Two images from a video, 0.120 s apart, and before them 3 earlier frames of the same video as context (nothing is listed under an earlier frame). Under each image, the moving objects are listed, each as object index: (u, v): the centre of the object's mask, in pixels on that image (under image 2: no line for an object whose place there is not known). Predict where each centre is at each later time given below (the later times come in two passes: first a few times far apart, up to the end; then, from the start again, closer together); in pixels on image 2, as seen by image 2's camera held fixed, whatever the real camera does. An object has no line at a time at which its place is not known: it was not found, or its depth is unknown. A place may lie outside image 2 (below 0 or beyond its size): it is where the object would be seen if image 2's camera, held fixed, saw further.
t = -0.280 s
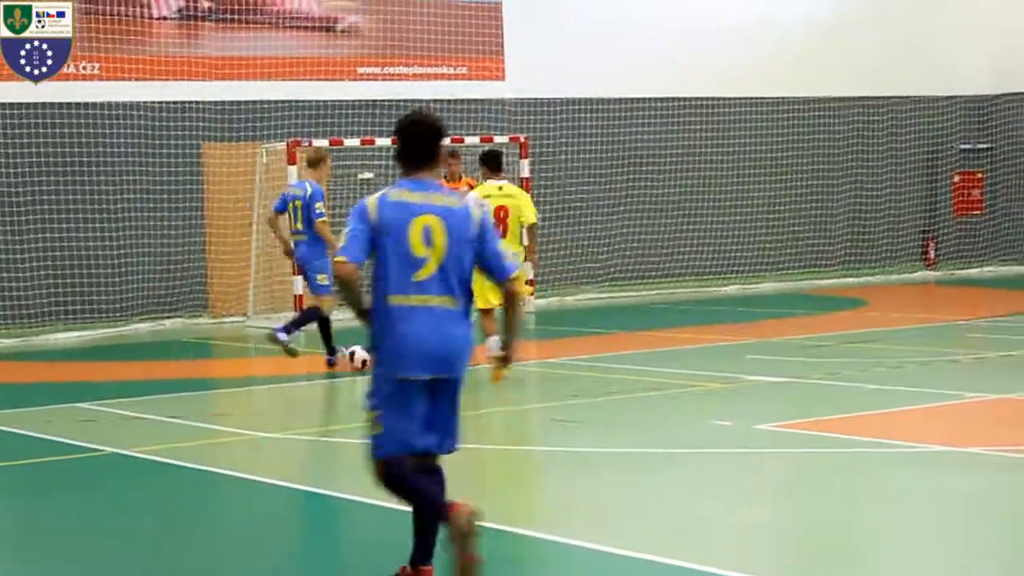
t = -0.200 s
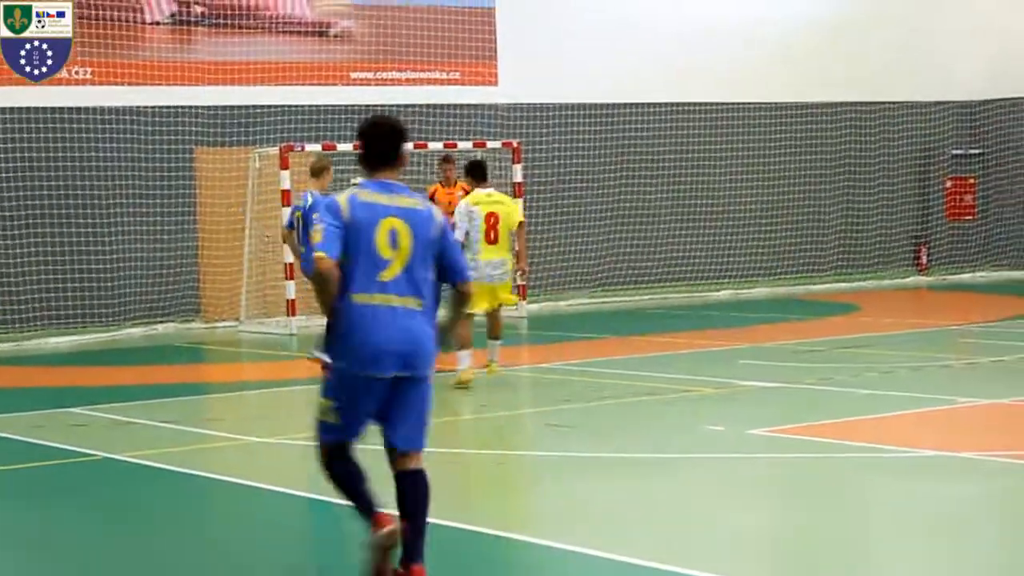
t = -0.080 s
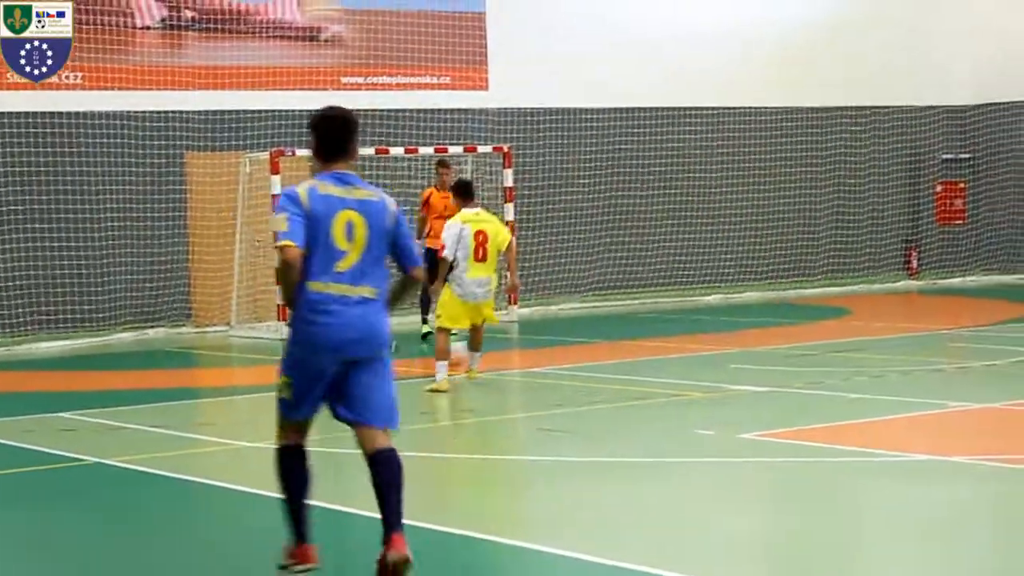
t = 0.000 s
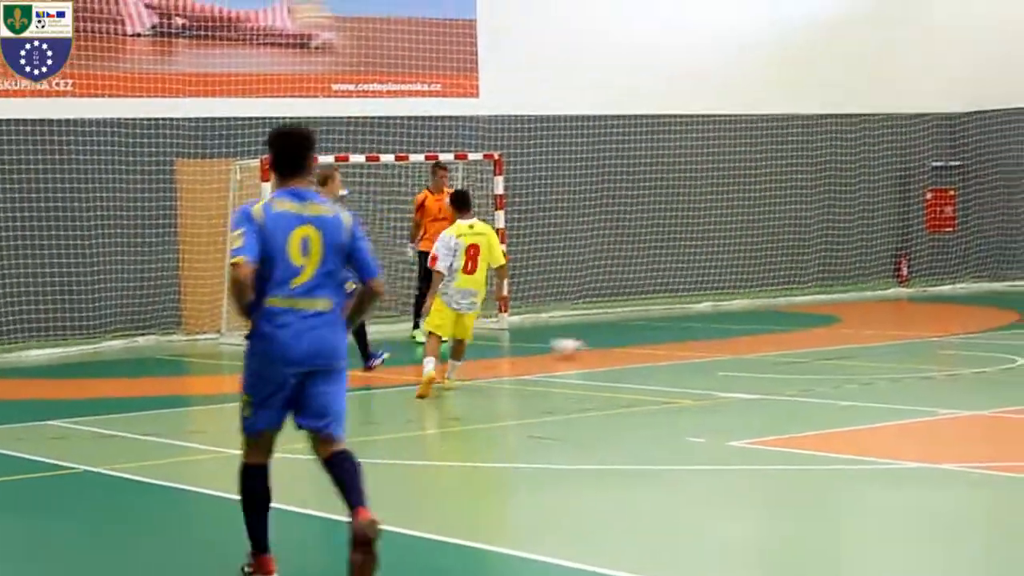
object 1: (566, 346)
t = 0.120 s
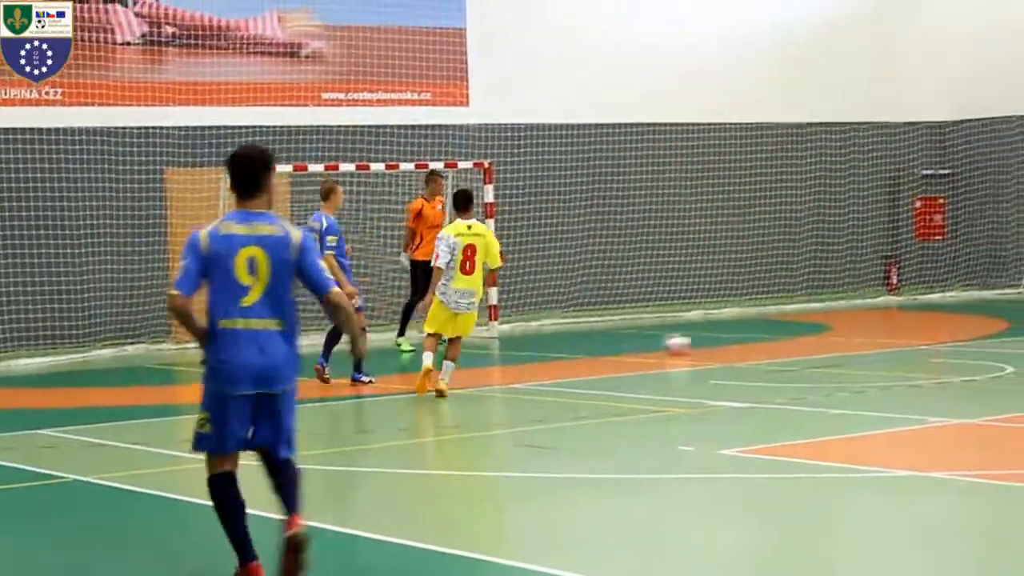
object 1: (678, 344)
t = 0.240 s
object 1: (778, 334)
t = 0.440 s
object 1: (912, 321)
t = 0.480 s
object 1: (936, 319)
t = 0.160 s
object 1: (712, 340)
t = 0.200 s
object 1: (747, 337)
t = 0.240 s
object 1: (778, 334)
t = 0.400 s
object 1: (888, 324)
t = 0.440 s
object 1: (912, 321)
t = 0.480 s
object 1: (936, 319)
